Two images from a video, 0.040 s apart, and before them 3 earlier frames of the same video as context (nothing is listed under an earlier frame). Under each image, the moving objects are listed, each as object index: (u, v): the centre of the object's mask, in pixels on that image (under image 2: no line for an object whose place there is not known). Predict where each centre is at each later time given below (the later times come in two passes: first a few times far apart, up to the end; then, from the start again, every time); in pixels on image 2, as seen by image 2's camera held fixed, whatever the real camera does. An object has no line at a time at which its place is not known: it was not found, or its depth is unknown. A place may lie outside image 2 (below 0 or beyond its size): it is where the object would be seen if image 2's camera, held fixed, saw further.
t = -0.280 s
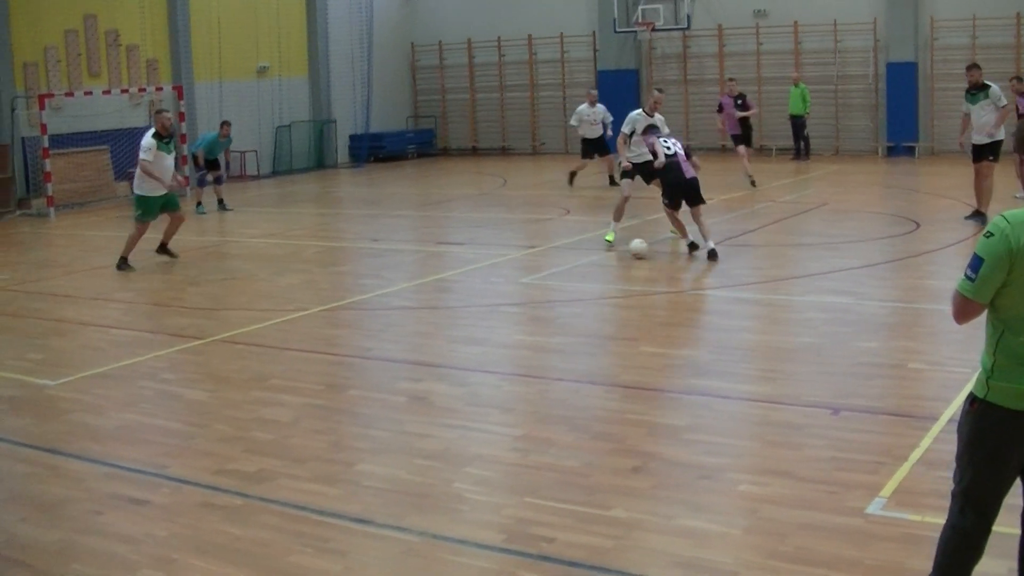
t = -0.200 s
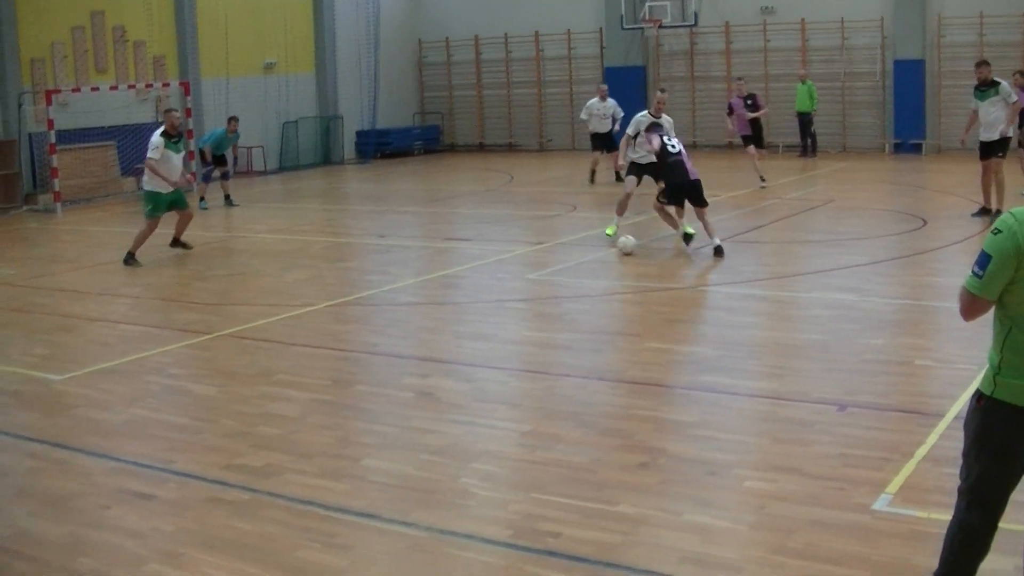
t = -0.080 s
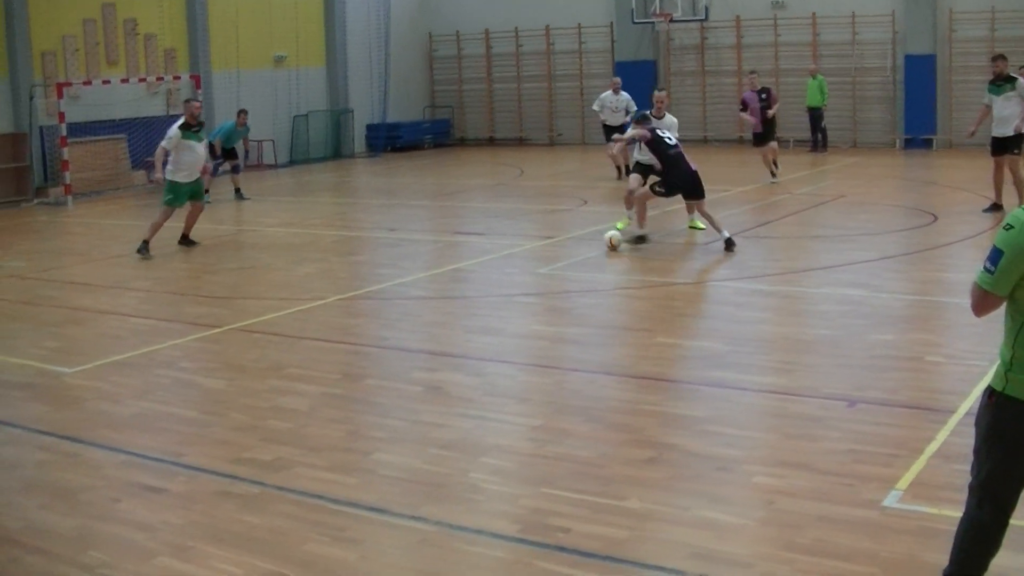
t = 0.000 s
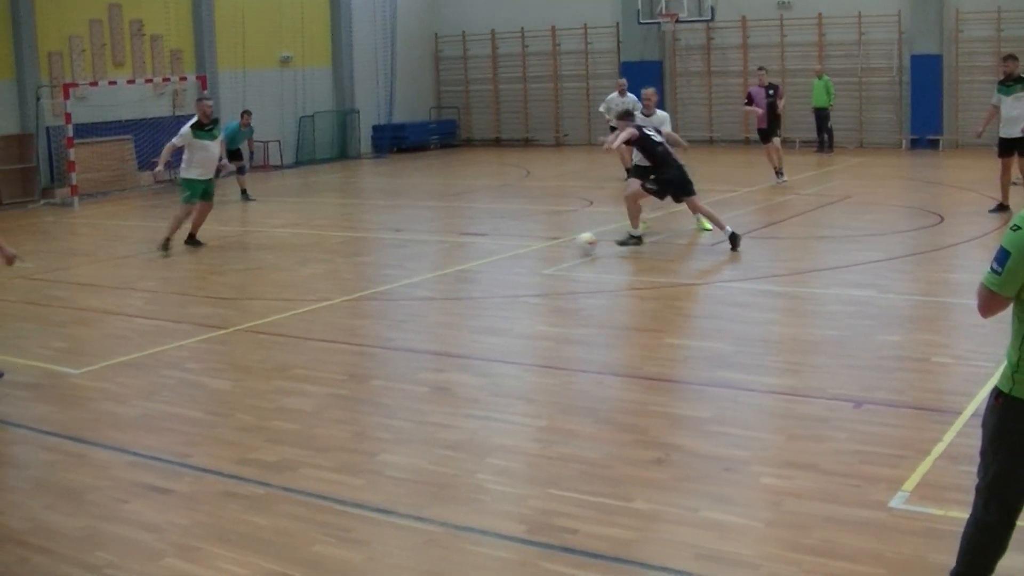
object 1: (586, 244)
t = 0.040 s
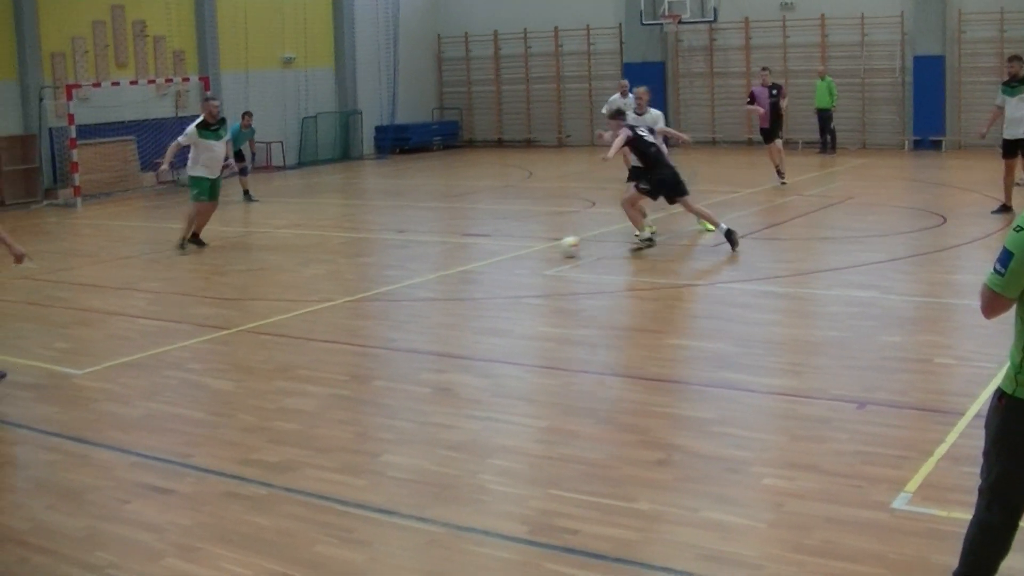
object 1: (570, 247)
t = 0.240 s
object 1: (483, 256)
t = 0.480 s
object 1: (390, 265)
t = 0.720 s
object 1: (299, 273)
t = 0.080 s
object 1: (551, 250)
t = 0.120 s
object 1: (534, 251)
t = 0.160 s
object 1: (515, 253)
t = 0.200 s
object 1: (499, 255)
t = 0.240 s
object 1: (483, 256)
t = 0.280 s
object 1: (467, 257)
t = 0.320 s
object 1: (449, 259)
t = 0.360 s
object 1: (435, 261)
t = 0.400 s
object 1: (419, 262)
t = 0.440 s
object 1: (405, 263)
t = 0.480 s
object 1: (390, 265)
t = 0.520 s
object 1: (376, 266)
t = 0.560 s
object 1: (361, 268)
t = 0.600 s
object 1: (345, 269)
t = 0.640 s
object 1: (330, 271)
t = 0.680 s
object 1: (315, 272)
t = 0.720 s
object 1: (299, 273)
